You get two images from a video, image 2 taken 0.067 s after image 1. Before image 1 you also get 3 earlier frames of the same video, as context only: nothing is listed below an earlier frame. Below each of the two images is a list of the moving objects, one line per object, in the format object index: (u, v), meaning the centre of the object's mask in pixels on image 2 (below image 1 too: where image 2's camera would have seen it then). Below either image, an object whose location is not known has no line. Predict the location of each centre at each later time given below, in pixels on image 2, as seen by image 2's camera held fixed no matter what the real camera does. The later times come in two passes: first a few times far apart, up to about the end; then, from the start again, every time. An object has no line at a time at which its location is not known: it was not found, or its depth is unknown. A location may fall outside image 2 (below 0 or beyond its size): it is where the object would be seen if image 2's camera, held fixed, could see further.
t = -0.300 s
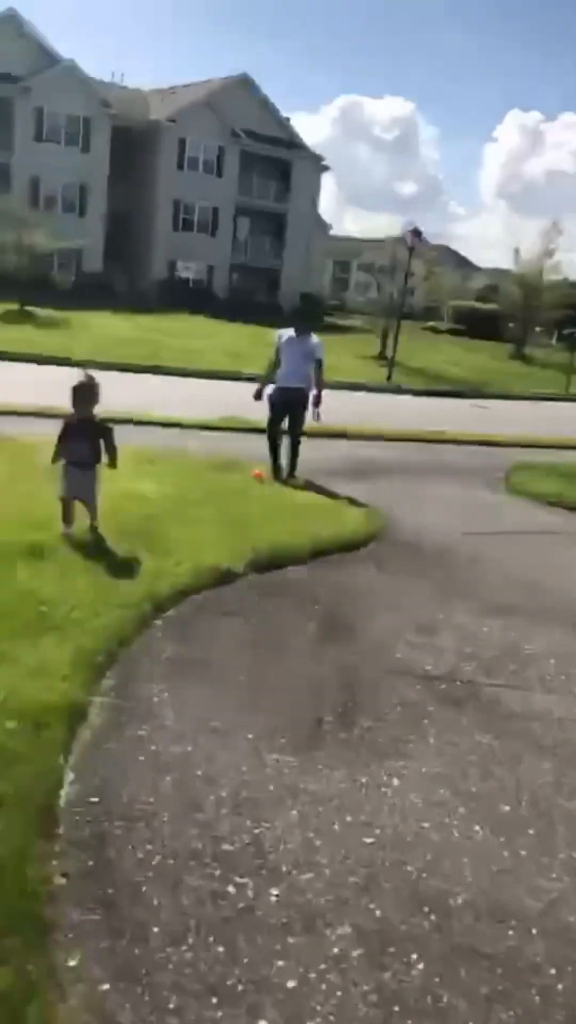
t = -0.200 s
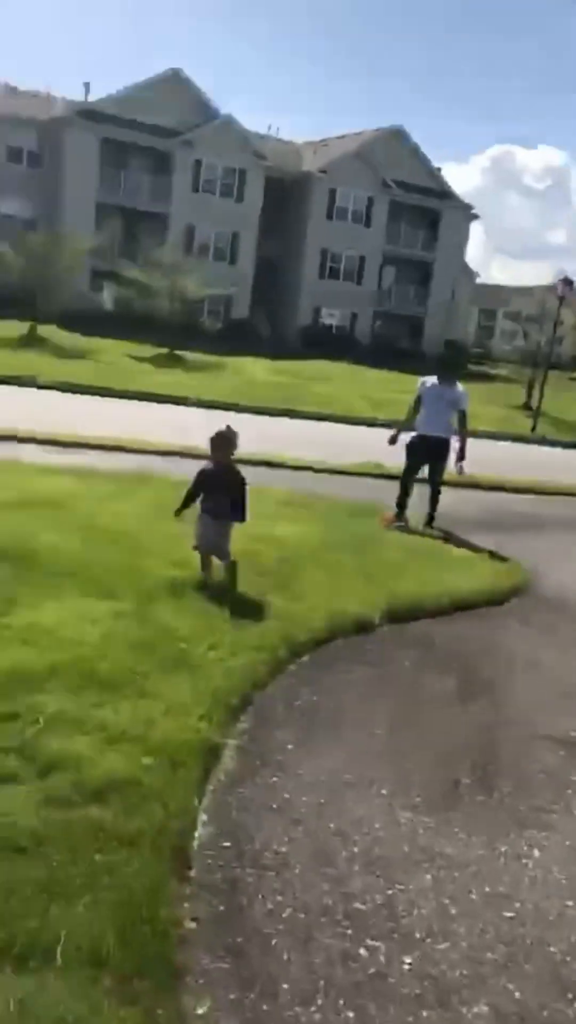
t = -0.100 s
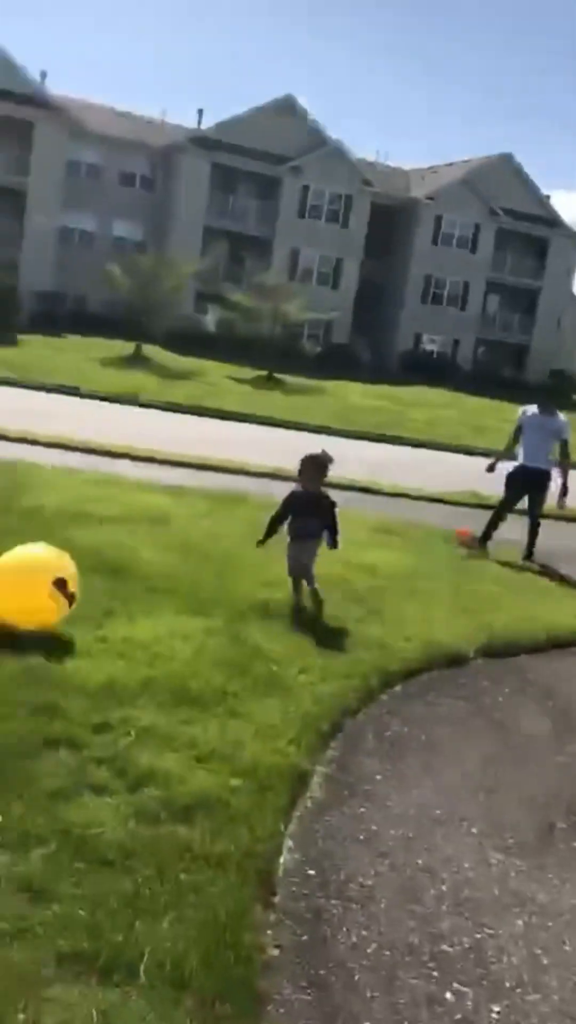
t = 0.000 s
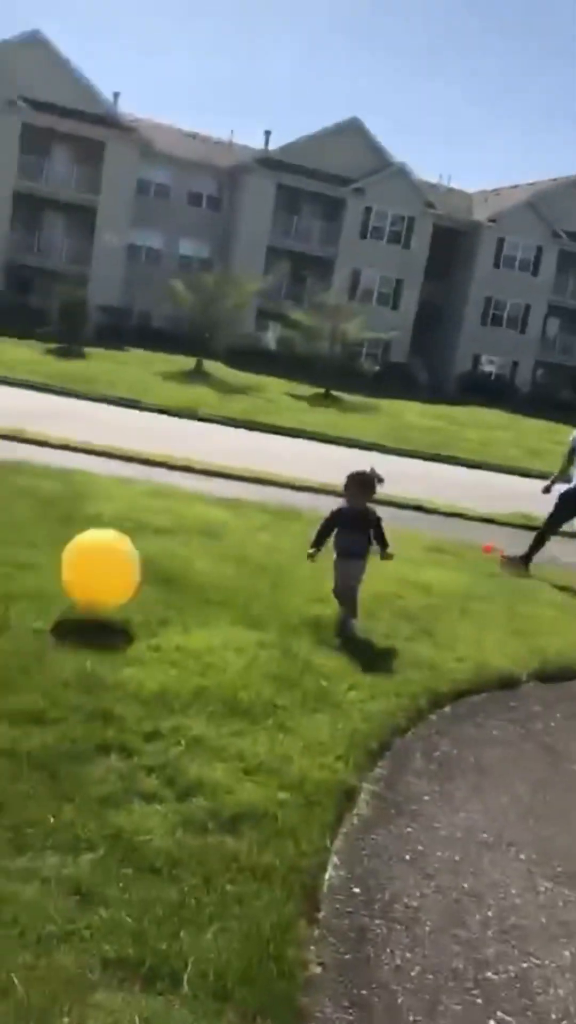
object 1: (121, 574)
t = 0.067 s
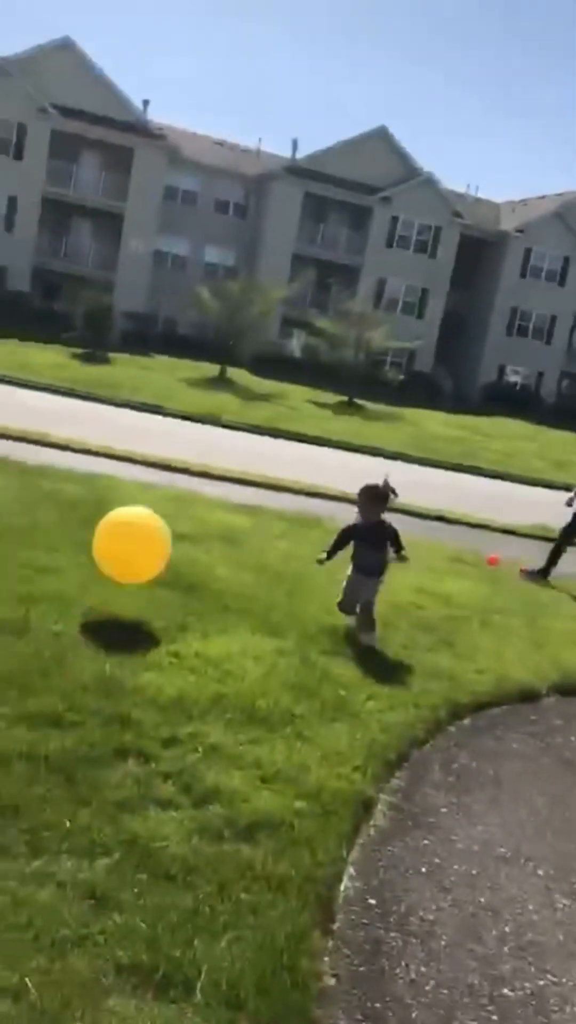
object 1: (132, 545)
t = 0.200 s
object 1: (147, 512)
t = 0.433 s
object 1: (163, 523)
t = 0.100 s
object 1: (137, 534)
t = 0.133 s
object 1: (141, 525)
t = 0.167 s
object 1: (145, 517)
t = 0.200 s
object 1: (147, 512)
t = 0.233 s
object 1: (150, 510)
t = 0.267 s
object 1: (152, 508)
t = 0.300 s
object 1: (154, 509)
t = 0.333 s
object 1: (157, 510)
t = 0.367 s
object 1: (159, 513)
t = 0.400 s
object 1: (161, 517)
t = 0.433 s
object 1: (163, 523)
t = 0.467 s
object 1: (165, 529)
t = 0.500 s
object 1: (166, 536)
